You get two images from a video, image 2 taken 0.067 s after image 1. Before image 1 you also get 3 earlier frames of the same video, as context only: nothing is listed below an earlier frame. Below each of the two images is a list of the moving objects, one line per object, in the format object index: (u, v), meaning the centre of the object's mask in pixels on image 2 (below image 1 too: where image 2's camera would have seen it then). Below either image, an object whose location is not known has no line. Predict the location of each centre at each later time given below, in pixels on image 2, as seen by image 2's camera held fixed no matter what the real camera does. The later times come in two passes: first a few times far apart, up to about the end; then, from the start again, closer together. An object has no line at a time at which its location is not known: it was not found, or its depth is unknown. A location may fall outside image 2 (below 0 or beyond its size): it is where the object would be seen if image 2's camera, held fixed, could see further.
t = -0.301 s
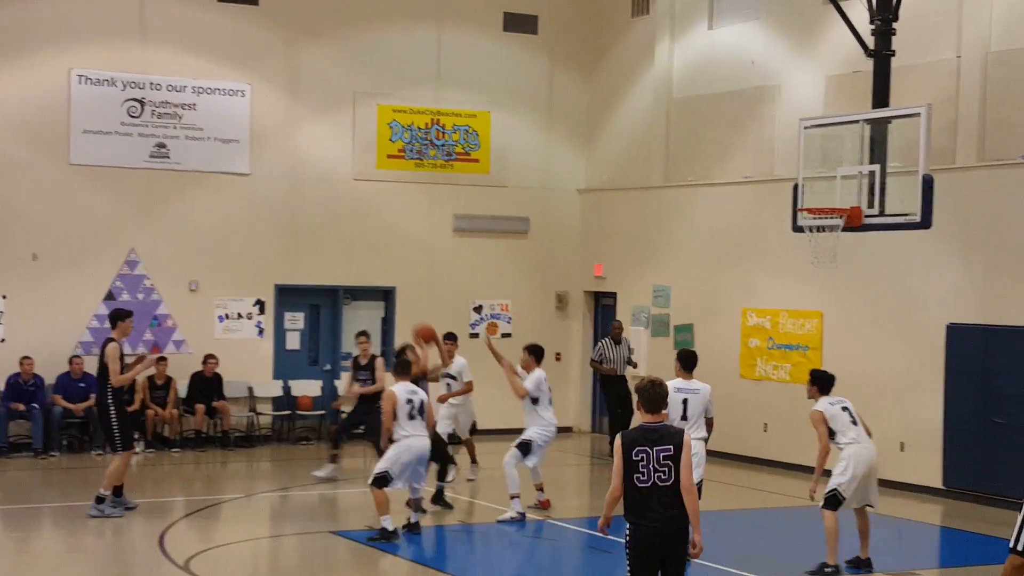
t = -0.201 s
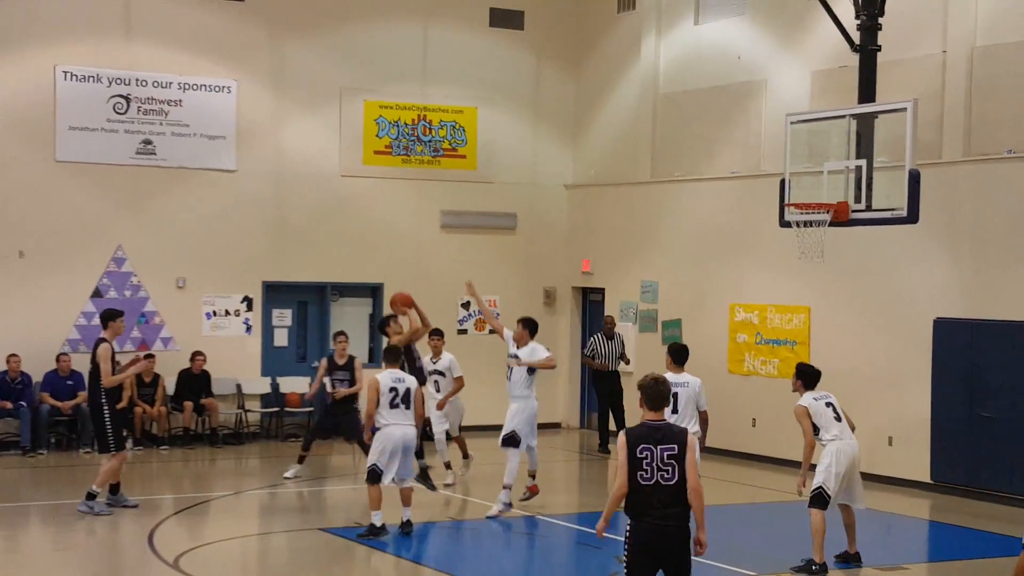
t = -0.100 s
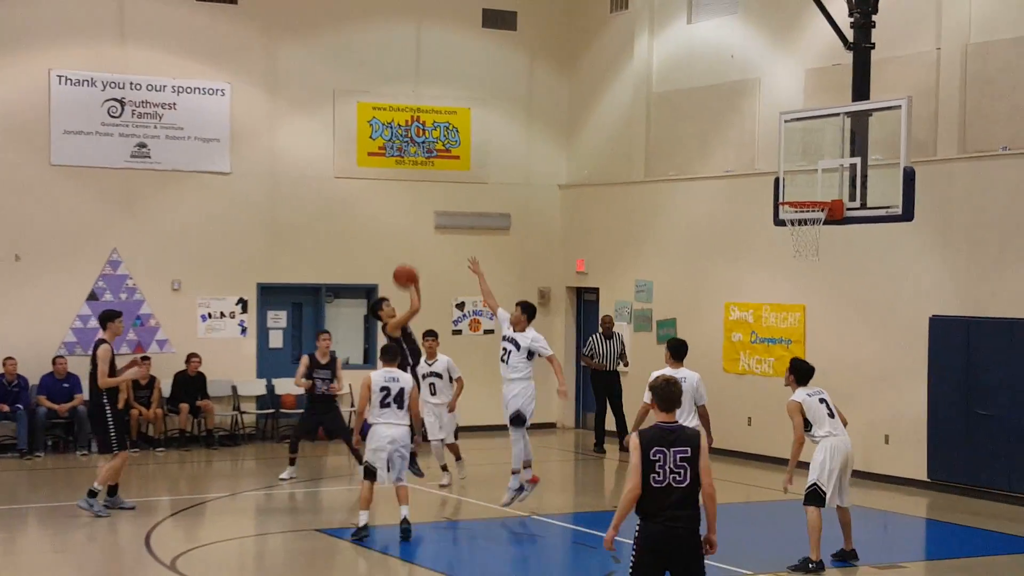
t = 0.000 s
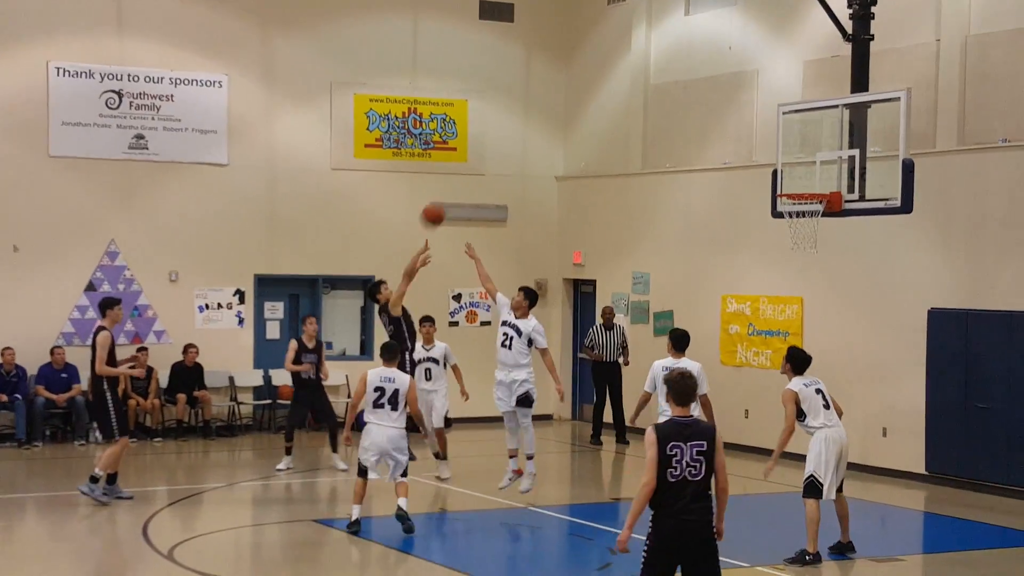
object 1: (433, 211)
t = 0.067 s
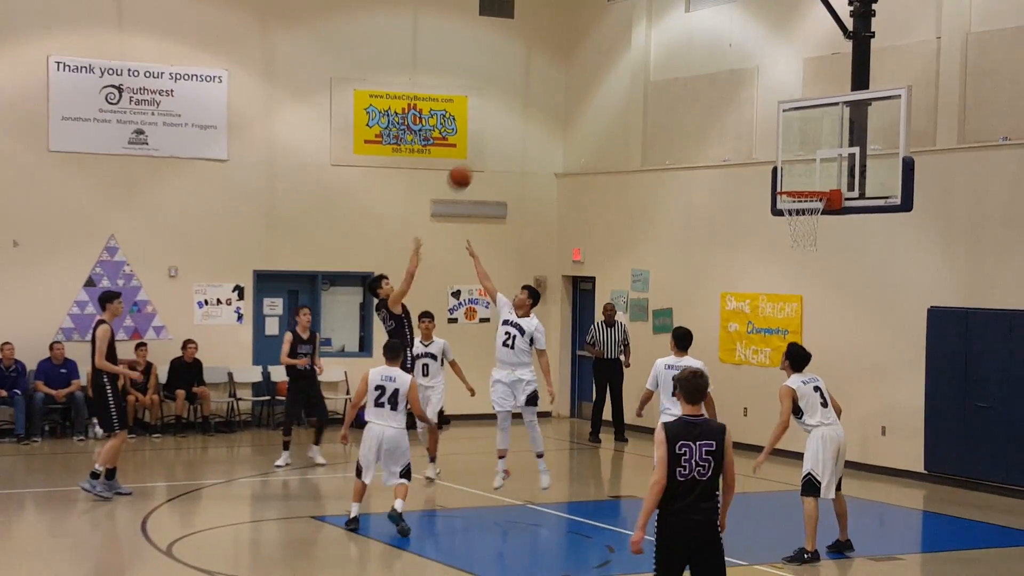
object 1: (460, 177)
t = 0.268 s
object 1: (542, 101)
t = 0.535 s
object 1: (655, 58)
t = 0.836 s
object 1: (778, 94)
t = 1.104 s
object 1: (801, 182)
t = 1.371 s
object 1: (744, 161)
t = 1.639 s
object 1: (691, 211)
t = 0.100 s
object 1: (474, 162)
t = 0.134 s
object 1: (487, 148)
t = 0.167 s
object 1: (501, 134)
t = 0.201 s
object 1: (515, 122)
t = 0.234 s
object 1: (528, 111)
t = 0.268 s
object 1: (542, 101)
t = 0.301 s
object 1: (556, 91)
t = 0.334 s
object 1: (570, 84)
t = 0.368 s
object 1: (584, 76)
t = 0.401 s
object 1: (598, 71)
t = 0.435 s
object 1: (612, 66)
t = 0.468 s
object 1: (627, 62)
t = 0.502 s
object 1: (640, 59)
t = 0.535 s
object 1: (655, 58)
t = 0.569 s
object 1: (668, 58)
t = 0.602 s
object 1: (682, 58)
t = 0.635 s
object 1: (696, 60)
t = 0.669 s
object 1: (710, 63)
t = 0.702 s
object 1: (723, 67)
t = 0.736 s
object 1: (737, 72)
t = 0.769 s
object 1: (751, 78)
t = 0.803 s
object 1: (764, 86)
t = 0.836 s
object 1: (778, 94)
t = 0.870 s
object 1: (792, 105)
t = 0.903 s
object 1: (807, 117)
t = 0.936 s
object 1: (820, 129)
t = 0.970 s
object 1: (818, 138)
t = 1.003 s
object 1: (814, 149)
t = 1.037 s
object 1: (810, 161)
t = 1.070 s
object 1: (806, 175)
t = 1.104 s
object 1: (801, 182)
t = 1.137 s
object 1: (794, 176)
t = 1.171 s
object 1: (786, 171)
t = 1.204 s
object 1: (779, 166)
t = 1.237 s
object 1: (772, 163)
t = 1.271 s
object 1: (765, 161)
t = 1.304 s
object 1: (758, 159)
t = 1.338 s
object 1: (751, 159)
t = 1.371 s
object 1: (744, 161)
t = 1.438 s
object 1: (731, 167)
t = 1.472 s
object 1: (724, 171)
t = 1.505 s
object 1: (717, 177)
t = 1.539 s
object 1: (710, 184)
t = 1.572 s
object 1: (704, 192)
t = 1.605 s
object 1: (697, 201)
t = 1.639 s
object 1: (691, 211)
